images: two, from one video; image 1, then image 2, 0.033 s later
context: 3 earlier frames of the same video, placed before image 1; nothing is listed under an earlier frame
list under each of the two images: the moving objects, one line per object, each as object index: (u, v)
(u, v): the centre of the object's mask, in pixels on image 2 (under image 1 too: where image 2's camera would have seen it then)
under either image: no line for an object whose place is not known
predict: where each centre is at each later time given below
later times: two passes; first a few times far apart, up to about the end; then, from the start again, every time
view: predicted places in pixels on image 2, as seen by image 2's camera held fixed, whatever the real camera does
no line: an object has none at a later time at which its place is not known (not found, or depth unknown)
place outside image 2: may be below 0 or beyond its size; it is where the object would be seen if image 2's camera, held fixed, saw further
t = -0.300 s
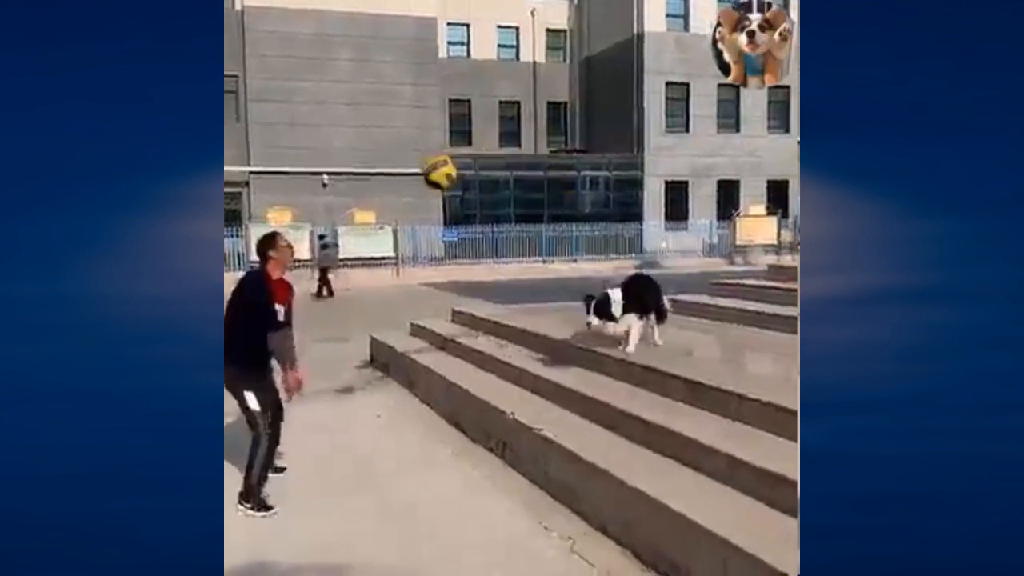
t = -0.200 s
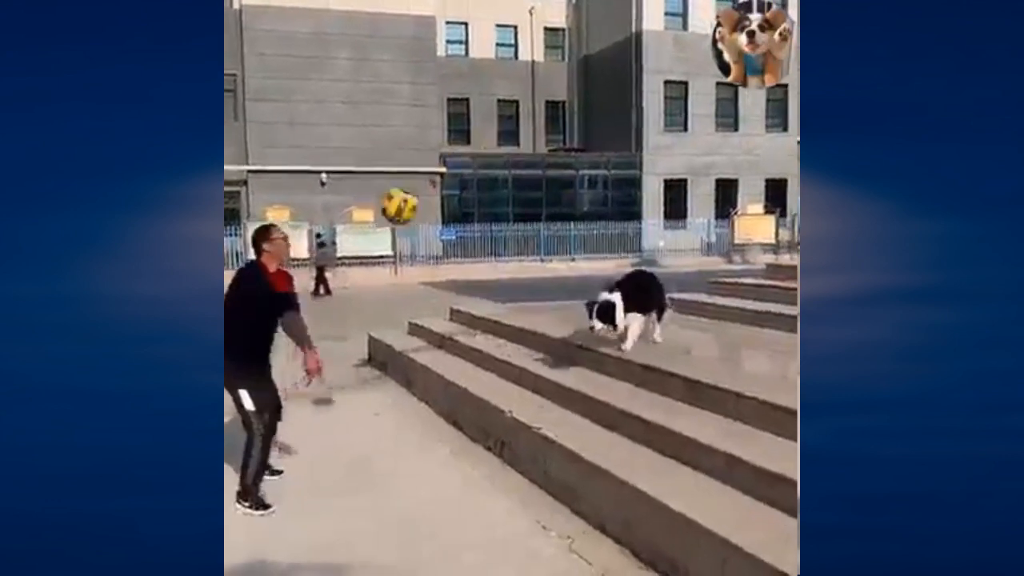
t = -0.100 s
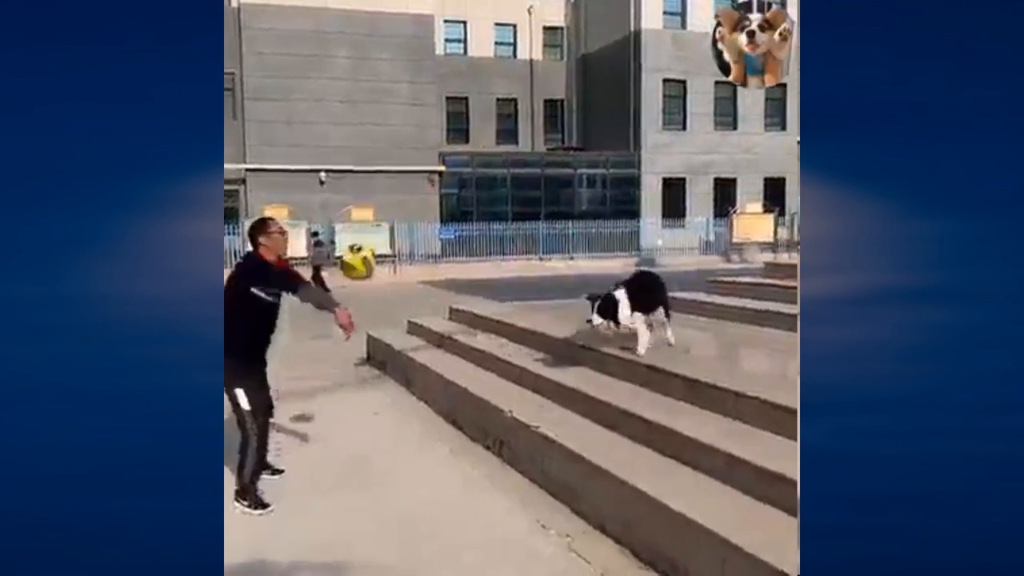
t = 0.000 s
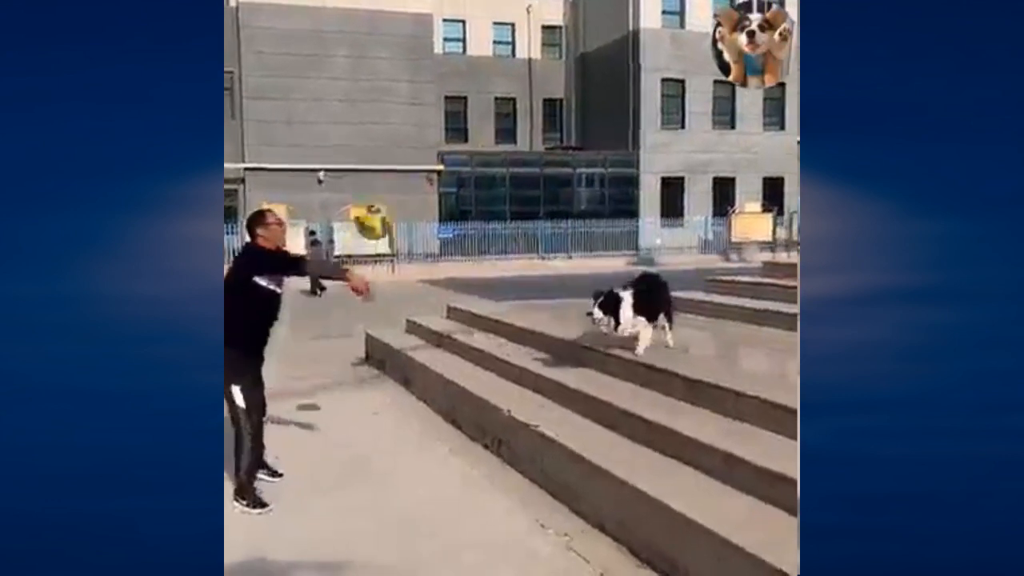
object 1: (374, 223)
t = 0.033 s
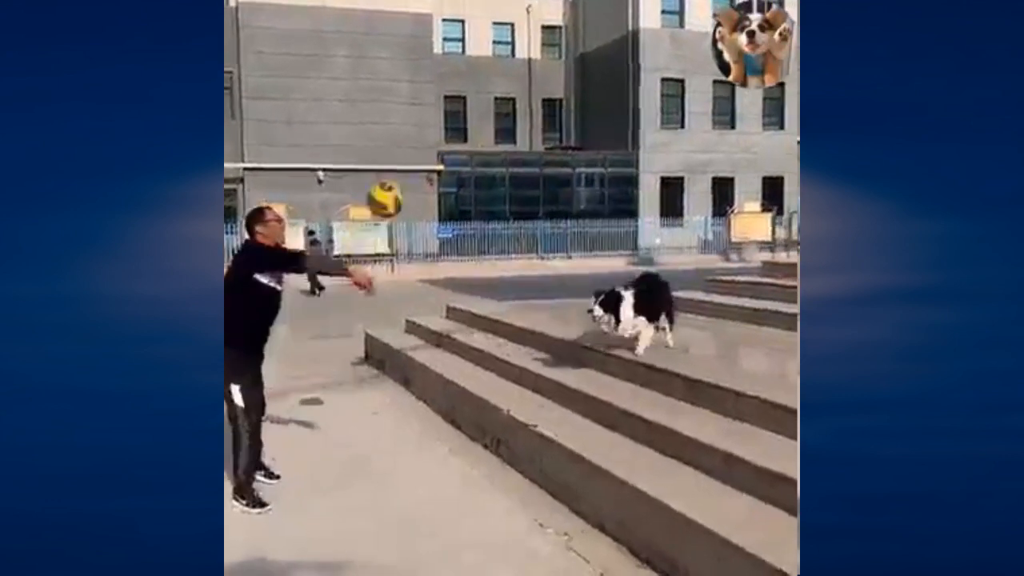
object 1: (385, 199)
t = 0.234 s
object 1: (456, 112)
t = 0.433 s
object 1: (524, 96)
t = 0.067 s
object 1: (397, 179)
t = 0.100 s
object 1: (408, 162)
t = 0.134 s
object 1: (421, 146)
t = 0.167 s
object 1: (433, 132)
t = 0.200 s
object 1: (443, 120)
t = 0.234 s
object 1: (456, 112)
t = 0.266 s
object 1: (466, 103)
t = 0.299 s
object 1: (479, 98)
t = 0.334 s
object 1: (491, 94)
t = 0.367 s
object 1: (501, 93)
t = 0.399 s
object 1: (514, 93)
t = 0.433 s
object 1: (524, 96)
